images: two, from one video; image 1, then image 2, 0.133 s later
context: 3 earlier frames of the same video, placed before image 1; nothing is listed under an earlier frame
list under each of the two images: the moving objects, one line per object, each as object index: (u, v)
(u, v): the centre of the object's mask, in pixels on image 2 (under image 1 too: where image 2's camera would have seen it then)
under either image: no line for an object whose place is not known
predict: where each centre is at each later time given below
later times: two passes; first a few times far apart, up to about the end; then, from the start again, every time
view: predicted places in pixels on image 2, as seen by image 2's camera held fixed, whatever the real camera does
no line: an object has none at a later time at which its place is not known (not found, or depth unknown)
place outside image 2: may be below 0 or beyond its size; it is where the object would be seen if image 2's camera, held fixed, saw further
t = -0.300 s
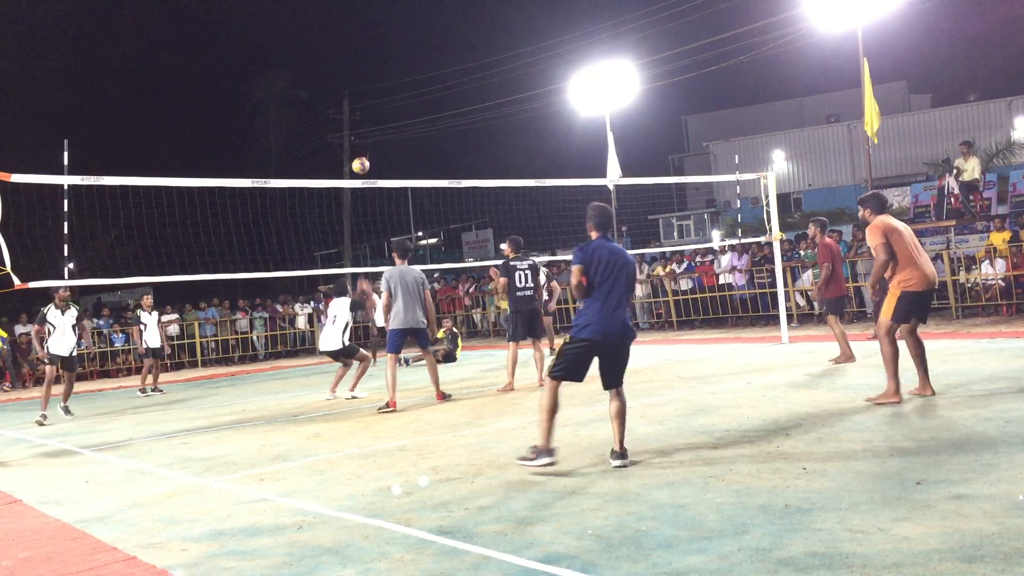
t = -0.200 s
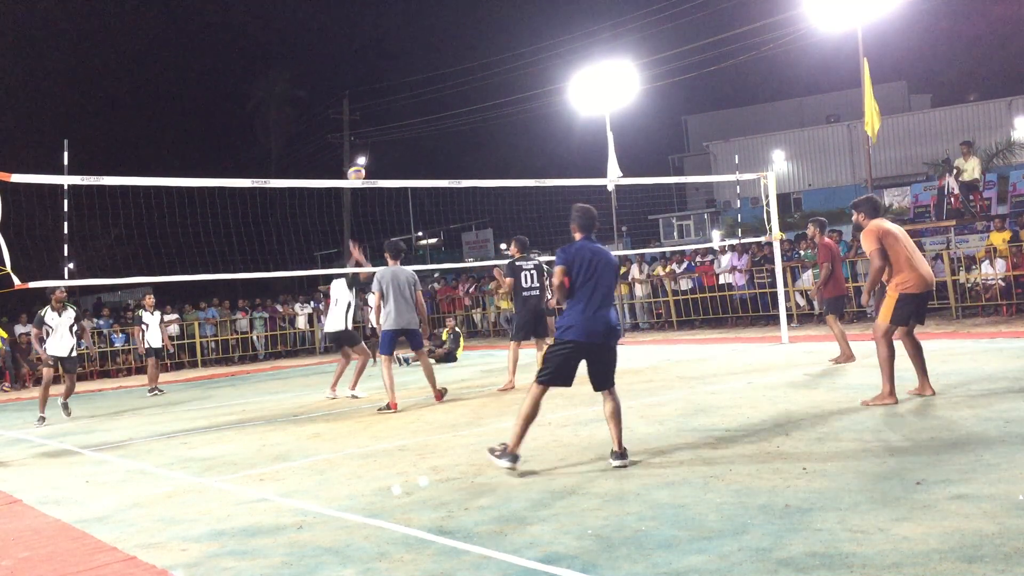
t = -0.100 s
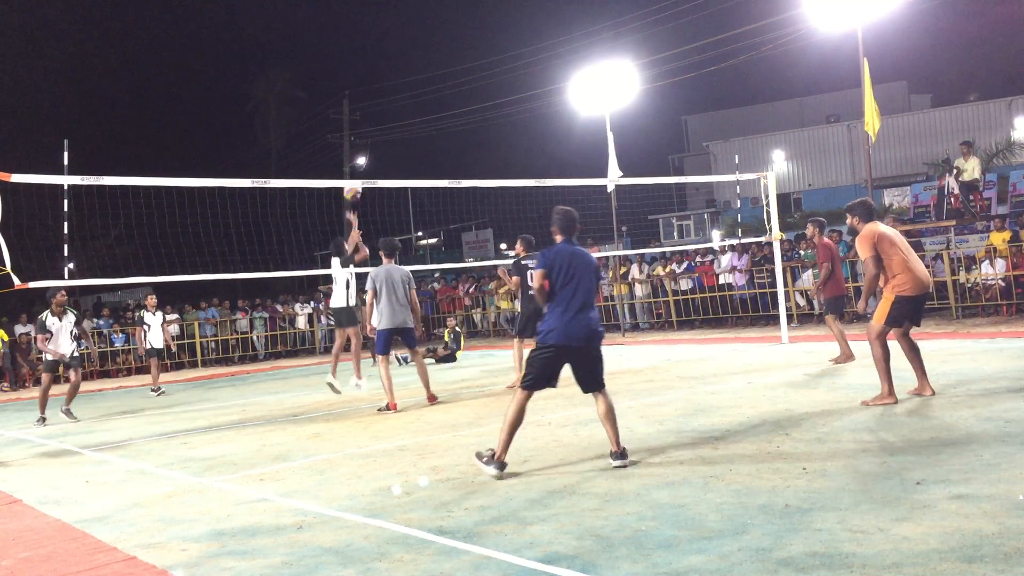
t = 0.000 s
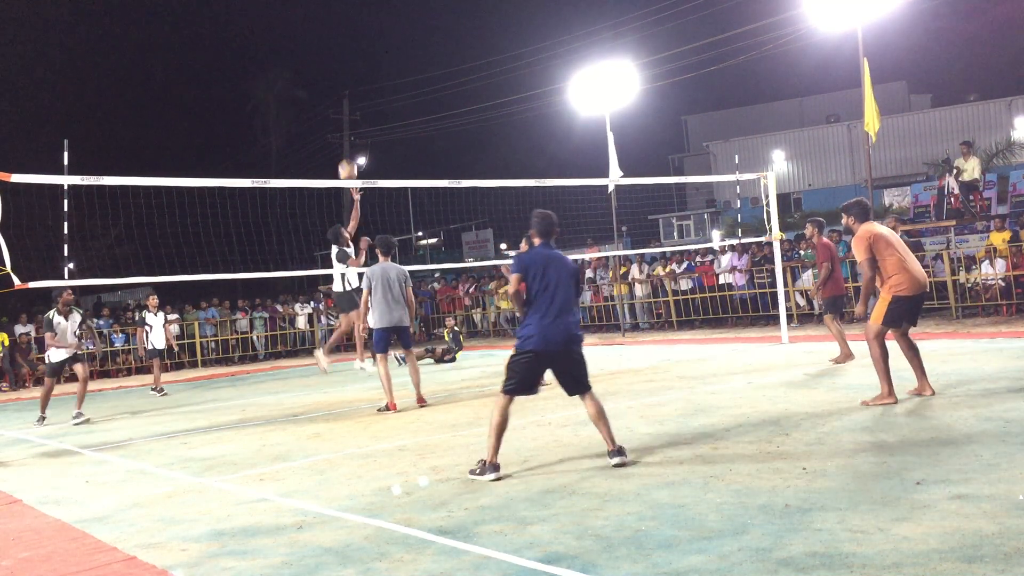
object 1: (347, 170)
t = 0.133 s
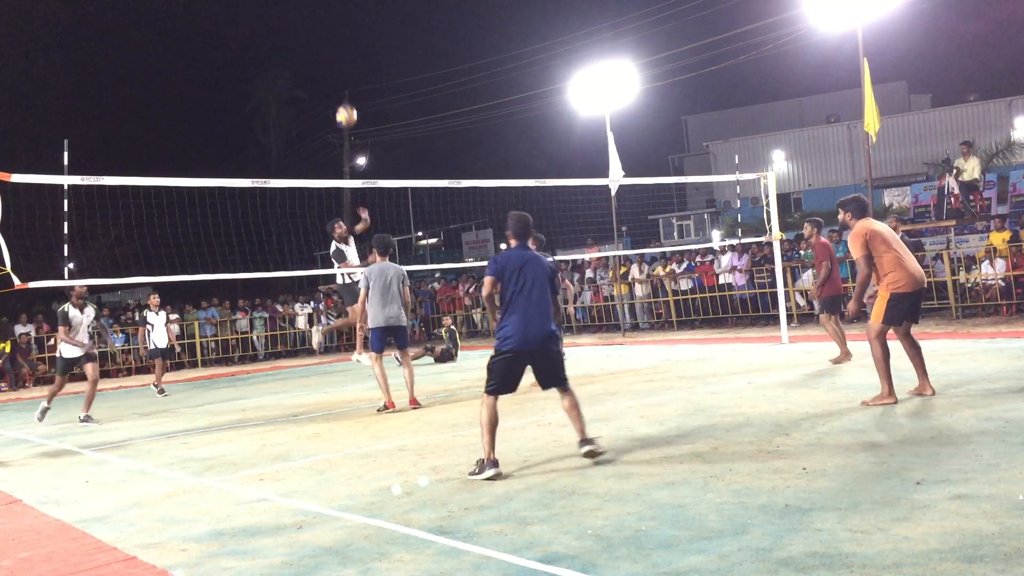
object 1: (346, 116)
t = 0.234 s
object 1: (345, 80)
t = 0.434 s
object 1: (344, 26)
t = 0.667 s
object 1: (347, 10)
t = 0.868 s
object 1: (356, 54)
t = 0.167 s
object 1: (346, 103)
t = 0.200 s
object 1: (345, 91)
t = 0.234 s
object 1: (345, 80)
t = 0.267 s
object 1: (344, 69)
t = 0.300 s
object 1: (343, 59)
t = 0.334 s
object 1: (343, 49)
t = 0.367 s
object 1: (343, 41)
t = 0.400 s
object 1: (344, 33)
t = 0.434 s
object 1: (344, 26)
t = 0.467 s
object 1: (344, 19)
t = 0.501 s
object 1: (344, 14)
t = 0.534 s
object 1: (344, 11)
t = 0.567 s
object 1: (344, 10)
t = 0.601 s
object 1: (345, 9)
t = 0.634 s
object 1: (345, 9)
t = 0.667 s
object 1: (347, 10)
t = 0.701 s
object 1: (348, 12)
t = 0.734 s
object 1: (349, 15)
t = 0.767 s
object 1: (351, 21)
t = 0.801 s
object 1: (352, 30)
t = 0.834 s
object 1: (354, 41)
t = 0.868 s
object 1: (356, 54)
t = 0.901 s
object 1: (358, 71)
